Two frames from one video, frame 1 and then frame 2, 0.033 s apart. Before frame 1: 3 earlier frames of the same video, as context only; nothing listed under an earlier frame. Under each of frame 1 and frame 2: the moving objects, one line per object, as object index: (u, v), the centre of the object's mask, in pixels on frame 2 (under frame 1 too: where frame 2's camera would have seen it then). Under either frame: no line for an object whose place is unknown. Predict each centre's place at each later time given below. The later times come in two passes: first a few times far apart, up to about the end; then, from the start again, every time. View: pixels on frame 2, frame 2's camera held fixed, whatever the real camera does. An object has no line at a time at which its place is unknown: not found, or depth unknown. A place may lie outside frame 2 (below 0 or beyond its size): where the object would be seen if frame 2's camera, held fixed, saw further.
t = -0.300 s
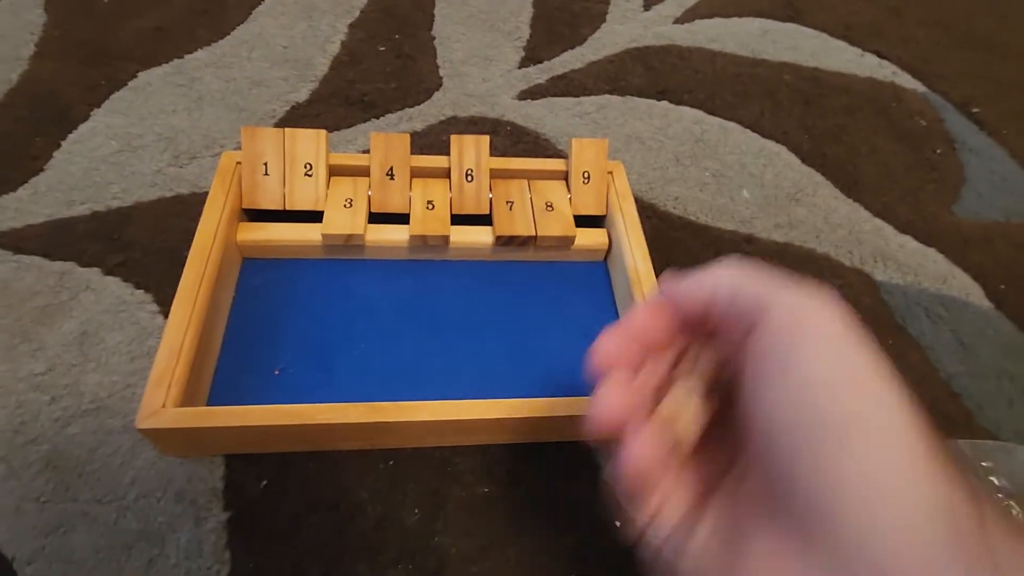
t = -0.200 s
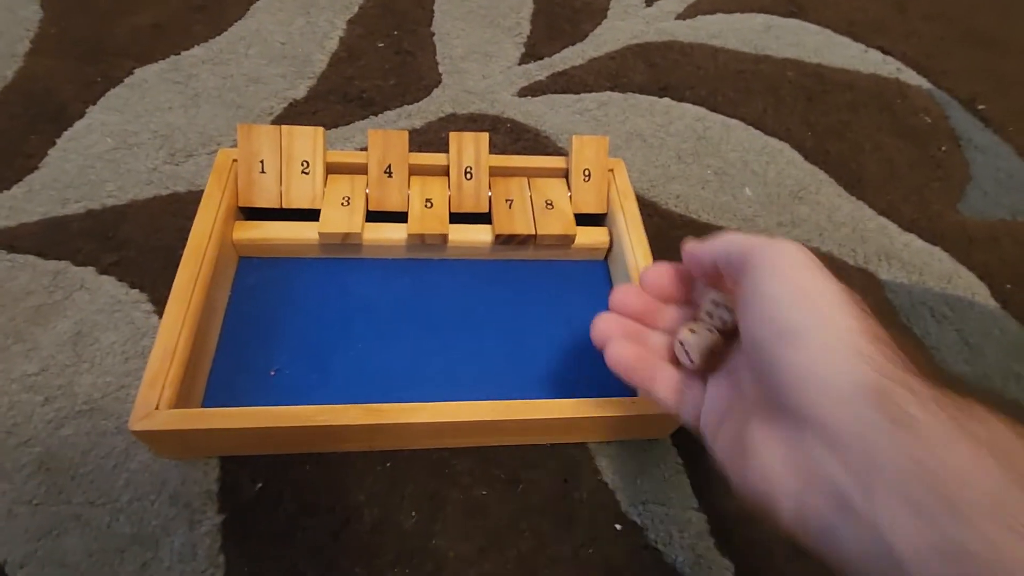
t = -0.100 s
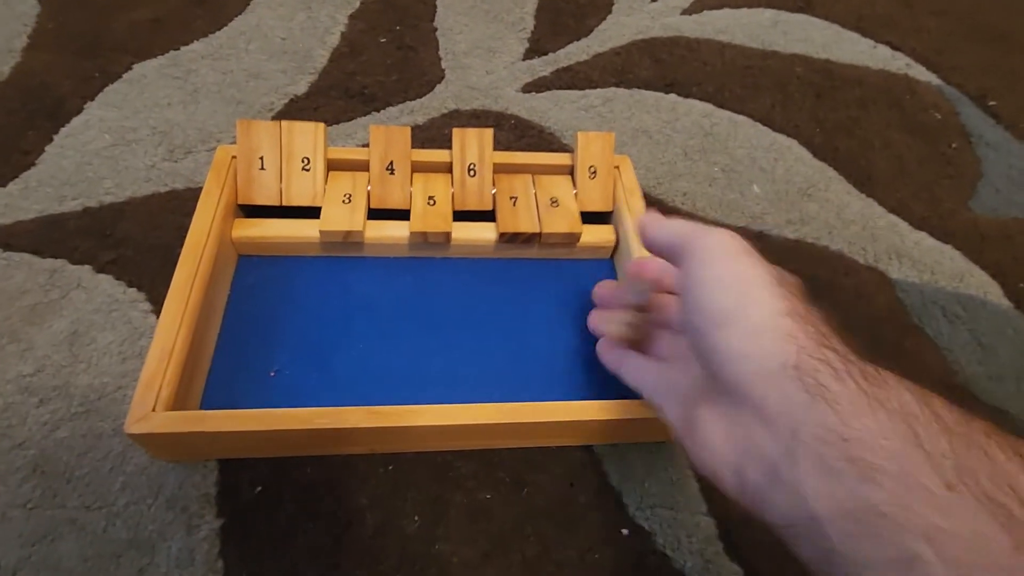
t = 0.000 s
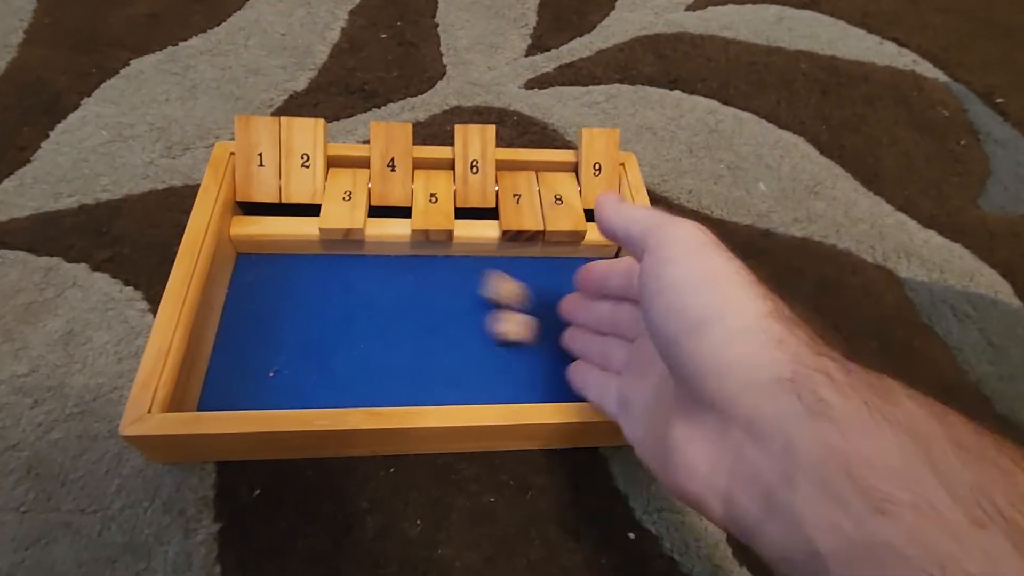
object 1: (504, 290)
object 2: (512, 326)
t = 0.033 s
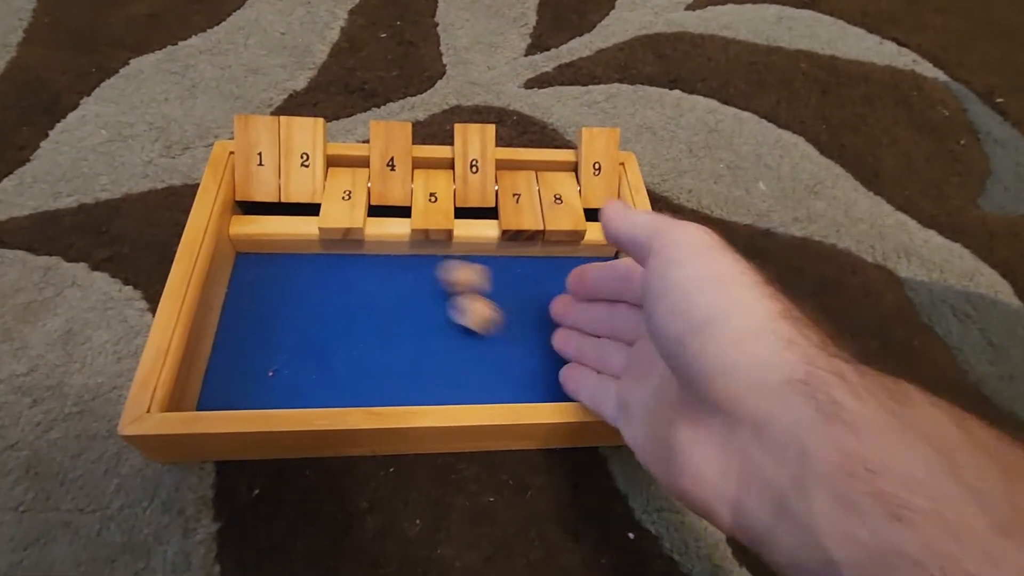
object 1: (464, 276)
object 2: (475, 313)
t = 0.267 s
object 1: (251, 254)
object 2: (288, 265)
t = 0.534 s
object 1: (247, 258)
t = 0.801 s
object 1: (247, 257)
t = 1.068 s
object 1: (247, 257)
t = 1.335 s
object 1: (247, 258)
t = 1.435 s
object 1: (247, 258)
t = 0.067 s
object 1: (422, 272)
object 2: (445, 306)
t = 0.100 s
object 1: (382, 261)
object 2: (414, 302)
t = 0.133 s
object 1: (345, 251)
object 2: (384, 294)
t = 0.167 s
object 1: (313, 259)
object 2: (358, 282)
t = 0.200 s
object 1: (280, 252)
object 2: (335, 278)
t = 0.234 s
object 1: (255, 254)
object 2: (310, 272)
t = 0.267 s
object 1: (251, 254)
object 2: (288, 265)
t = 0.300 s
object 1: (248, 257)
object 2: (283, 266)
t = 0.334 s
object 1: (245, 259)
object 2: (281, 265)
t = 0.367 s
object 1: (246, 258)
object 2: (284, 266)
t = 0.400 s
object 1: (247, 258)
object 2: (286, 266)
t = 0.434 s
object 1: (247, 258)
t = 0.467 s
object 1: (247, 258)
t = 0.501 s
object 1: (247, 258)
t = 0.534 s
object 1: (247, 258)
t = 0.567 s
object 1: (247, 257)
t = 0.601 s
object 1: (247, 257)
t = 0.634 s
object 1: (247, 257)
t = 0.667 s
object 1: (247, 257)
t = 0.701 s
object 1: (247, 257)
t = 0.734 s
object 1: (247, 257)
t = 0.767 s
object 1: (247, 257)
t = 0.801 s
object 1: (247, 257)
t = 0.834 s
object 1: (247, 257)
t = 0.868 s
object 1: (247, 257)
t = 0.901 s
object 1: (247, 257)
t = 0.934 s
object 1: (247, 257)
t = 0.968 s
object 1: (247, 257)
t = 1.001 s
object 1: (247, 257)
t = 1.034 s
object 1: (247, 257)
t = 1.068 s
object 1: (247, 257)
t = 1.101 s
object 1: (247, 257)
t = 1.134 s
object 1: (247, 257)
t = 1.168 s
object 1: (247, 258)
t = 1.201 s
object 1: (247, 258)
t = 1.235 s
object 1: (247, 257)
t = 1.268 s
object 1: (247, 257)
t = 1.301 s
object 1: (247, 258)
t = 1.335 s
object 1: (247, 258)
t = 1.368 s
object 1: (247, 258)
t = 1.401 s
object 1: (247, 258)
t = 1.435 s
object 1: (247, 258)
